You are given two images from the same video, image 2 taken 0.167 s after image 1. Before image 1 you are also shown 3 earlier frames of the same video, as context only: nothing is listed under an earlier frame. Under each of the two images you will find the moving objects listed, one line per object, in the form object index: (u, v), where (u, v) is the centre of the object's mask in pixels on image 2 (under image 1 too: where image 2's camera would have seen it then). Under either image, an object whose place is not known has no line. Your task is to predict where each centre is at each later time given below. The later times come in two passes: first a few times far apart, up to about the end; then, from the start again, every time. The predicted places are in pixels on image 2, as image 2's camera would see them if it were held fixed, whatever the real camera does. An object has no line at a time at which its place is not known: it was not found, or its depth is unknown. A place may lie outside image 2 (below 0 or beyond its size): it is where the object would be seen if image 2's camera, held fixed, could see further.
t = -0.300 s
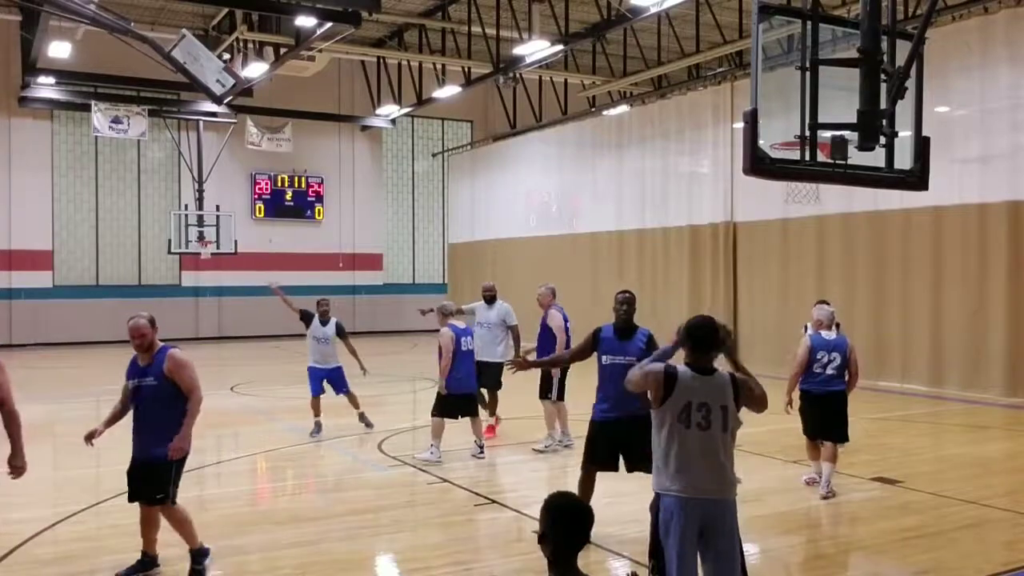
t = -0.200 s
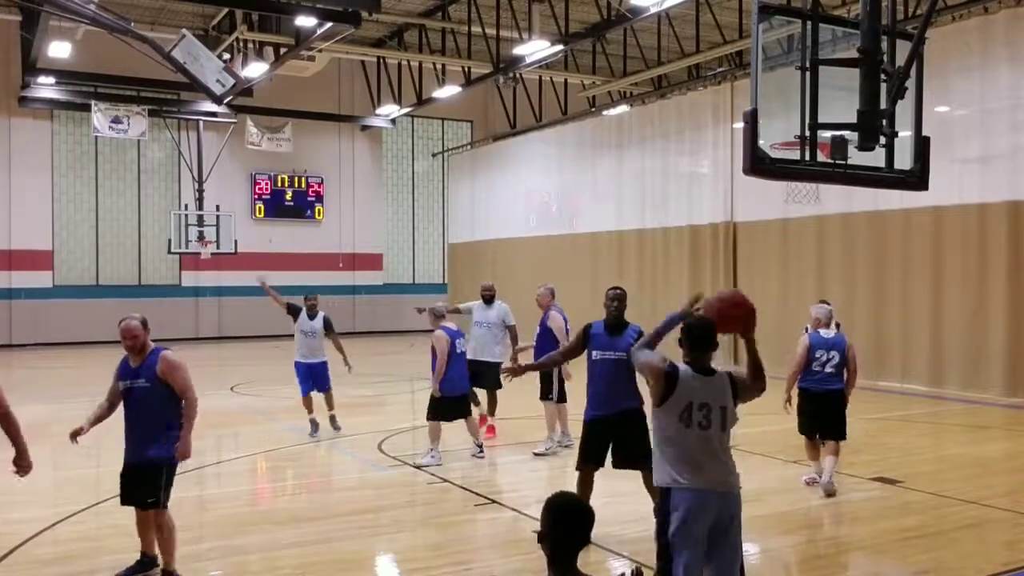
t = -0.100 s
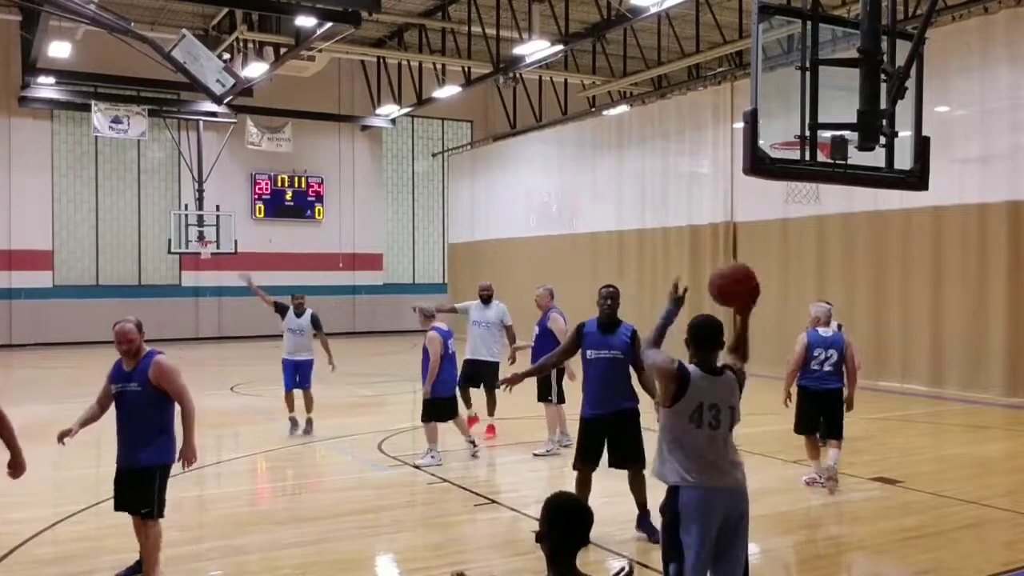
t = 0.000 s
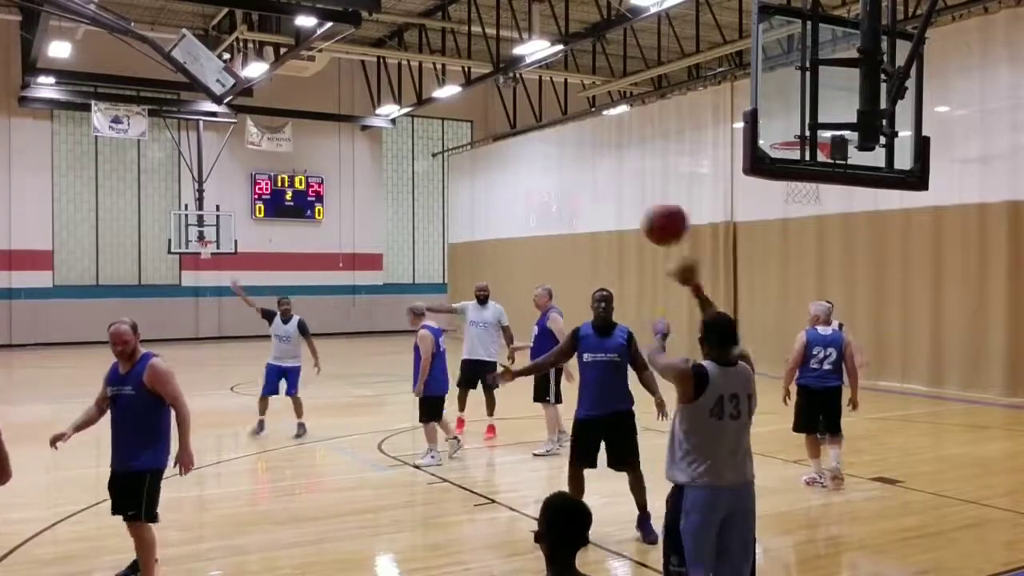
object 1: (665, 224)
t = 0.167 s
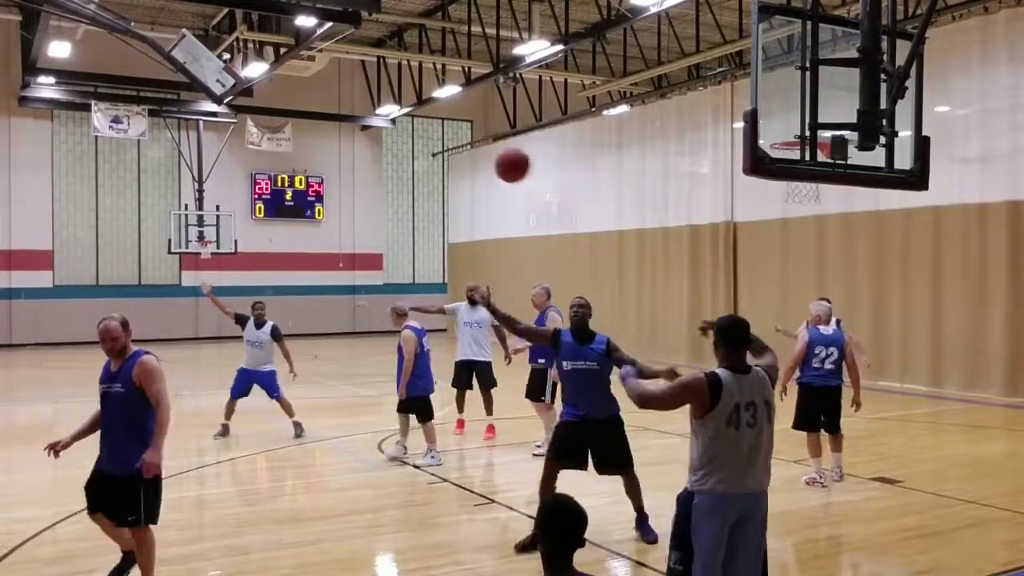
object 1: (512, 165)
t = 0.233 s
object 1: (465, 157)
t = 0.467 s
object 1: (338, 173)
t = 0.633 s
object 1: (273, 212)
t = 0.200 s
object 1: (488, 161)
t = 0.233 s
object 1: (465, 157)
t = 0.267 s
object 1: (443, 156)
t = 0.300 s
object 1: (423, 155)
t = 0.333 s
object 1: (404, 156)
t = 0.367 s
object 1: (386, 160)
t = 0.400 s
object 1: (369, 163)
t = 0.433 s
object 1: (353, 167)
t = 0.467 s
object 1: (338, 173)
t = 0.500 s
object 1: (324, 179)
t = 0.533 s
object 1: (311, 188)
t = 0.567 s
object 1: (295, 195)
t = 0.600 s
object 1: (283, 203)
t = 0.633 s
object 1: (273, 212)
